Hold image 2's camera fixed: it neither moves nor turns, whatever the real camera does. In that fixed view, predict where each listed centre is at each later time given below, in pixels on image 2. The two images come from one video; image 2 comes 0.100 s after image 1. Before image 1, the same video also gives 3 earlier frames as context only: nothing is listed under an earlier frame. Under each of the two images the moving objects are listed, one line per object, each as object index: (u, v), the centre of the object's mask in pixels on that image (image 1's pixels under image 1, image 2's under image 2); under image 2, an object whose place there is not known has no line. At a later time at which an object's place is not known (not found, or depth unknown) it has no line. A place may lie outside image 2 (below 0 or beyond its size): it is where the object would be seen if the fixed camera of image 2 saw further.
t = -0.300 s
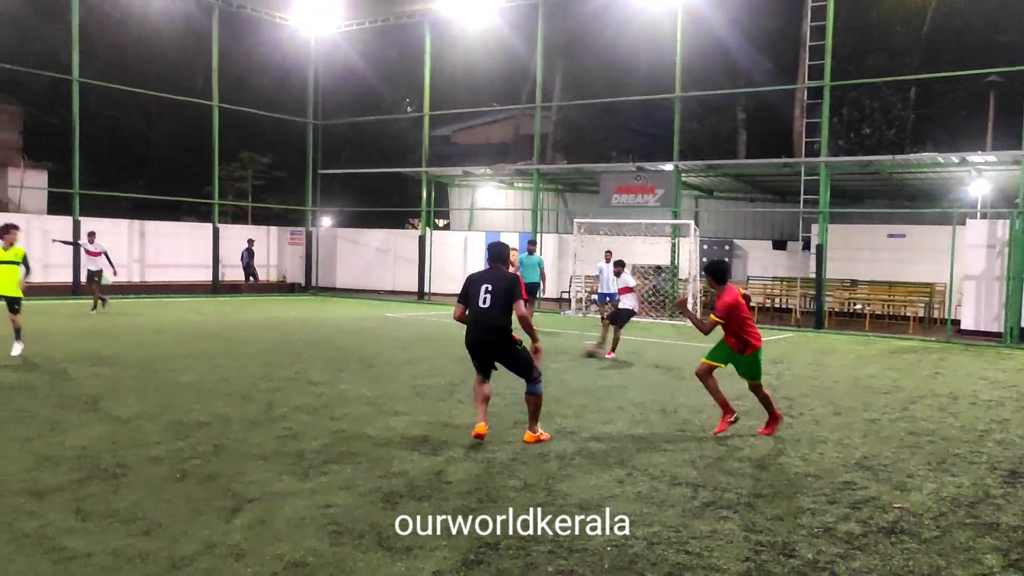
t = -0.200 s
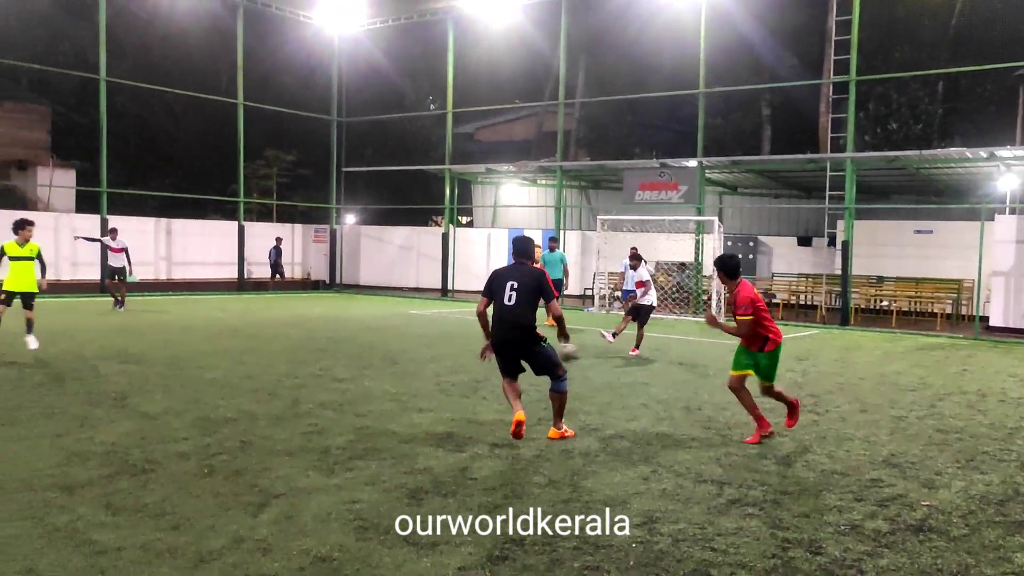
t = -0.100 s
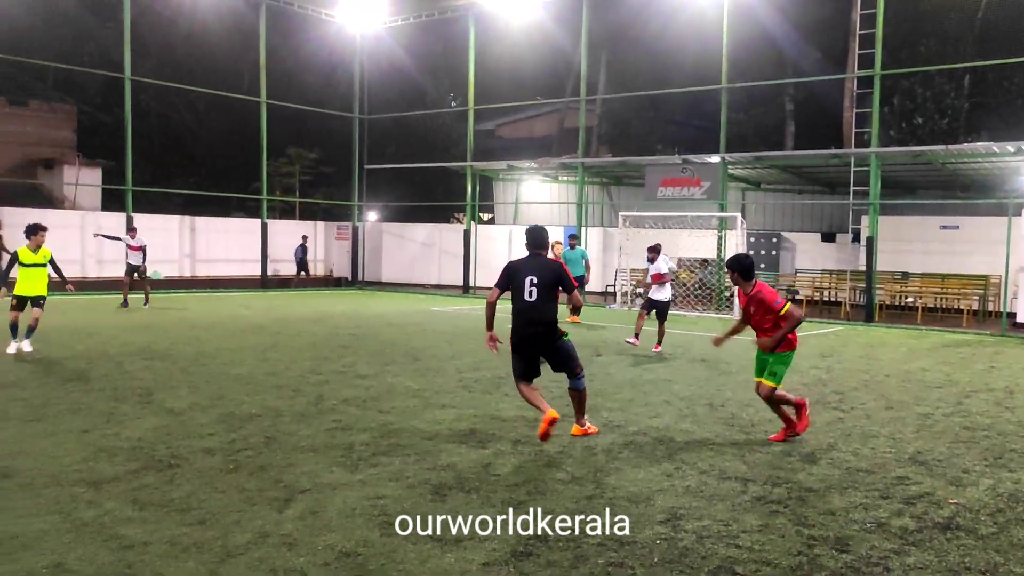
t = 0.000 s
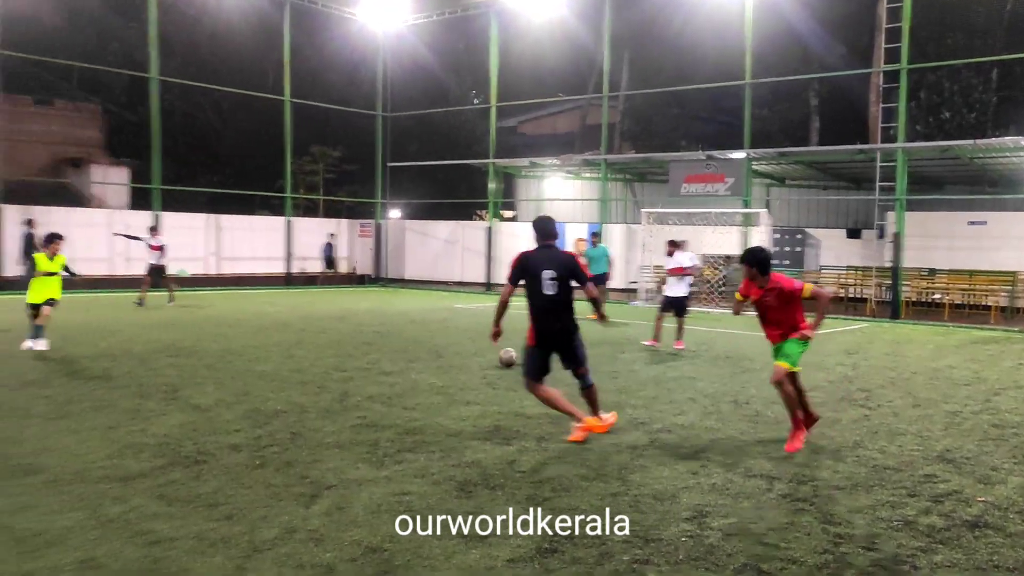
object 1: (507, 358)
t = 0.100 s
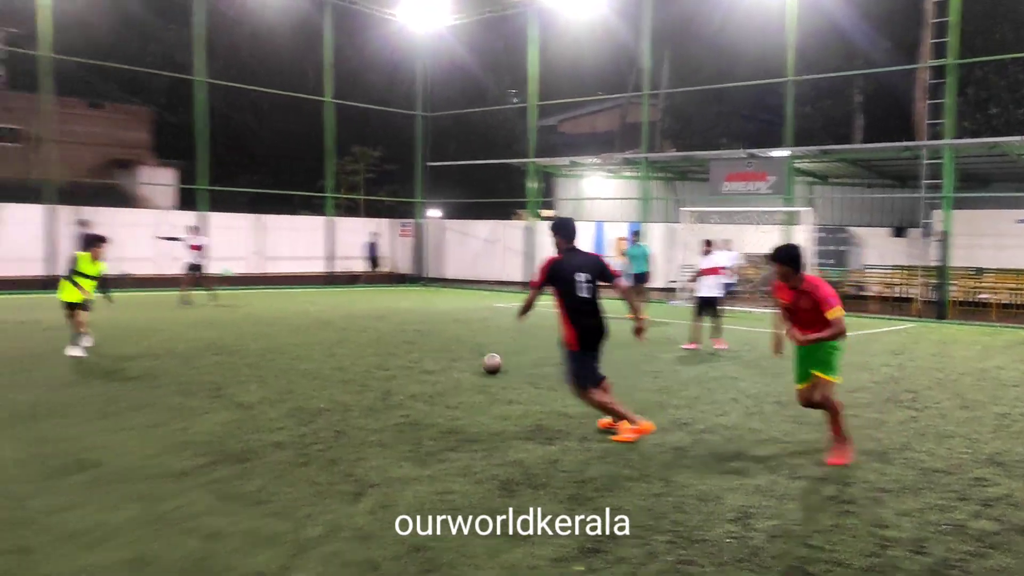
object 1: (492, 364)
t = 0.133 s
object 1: (475, 365)
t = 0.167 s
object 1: (456, 367)
